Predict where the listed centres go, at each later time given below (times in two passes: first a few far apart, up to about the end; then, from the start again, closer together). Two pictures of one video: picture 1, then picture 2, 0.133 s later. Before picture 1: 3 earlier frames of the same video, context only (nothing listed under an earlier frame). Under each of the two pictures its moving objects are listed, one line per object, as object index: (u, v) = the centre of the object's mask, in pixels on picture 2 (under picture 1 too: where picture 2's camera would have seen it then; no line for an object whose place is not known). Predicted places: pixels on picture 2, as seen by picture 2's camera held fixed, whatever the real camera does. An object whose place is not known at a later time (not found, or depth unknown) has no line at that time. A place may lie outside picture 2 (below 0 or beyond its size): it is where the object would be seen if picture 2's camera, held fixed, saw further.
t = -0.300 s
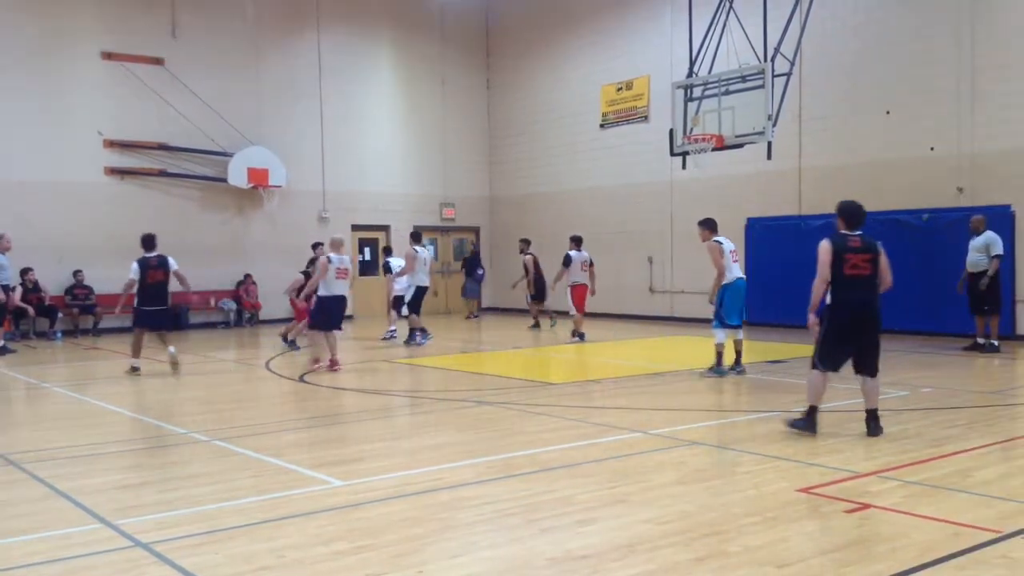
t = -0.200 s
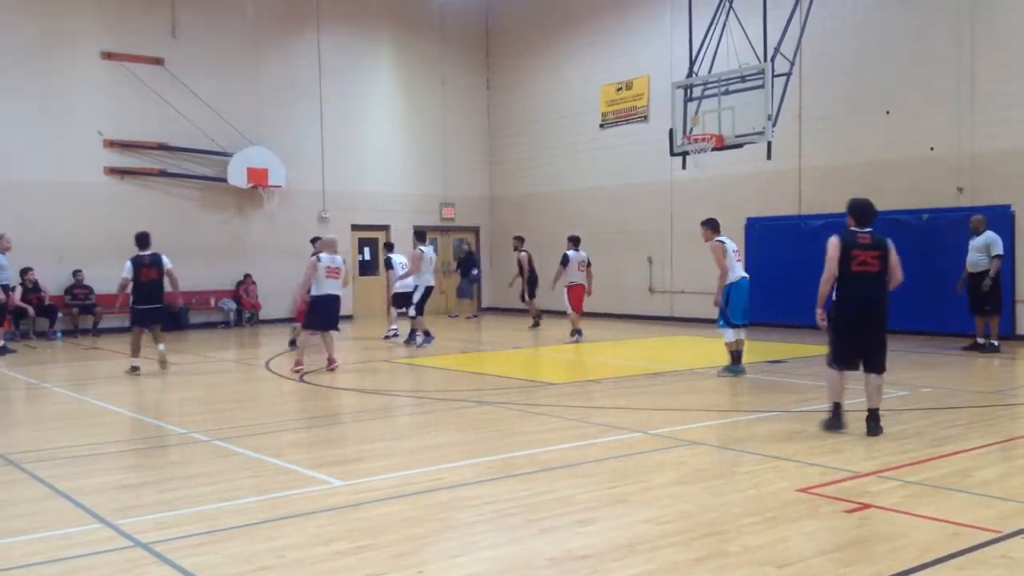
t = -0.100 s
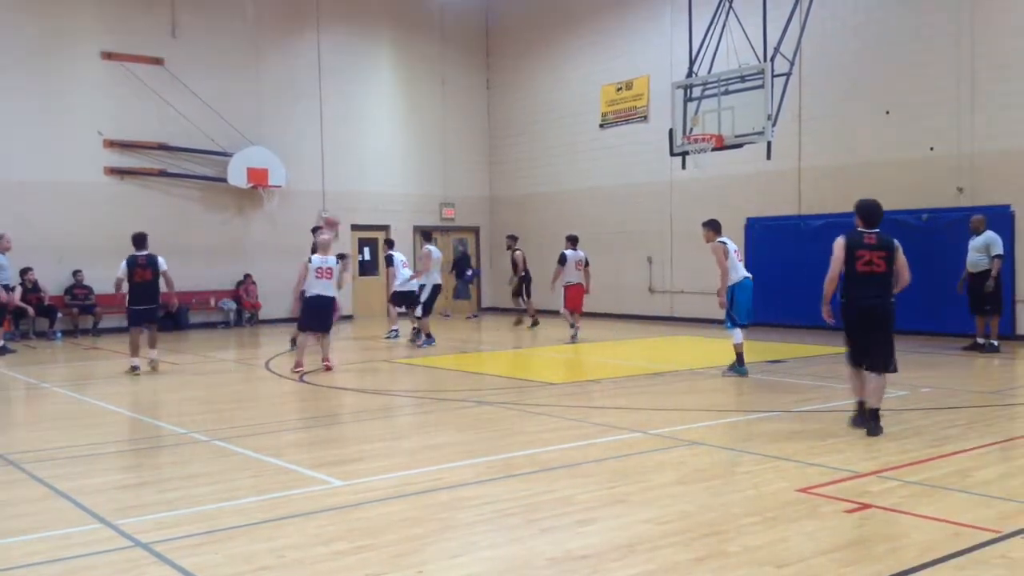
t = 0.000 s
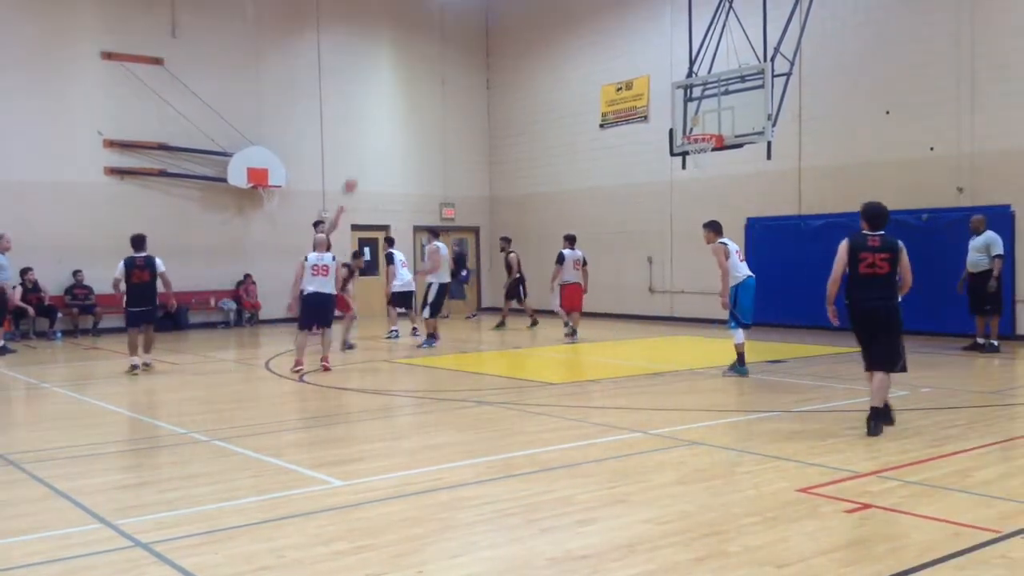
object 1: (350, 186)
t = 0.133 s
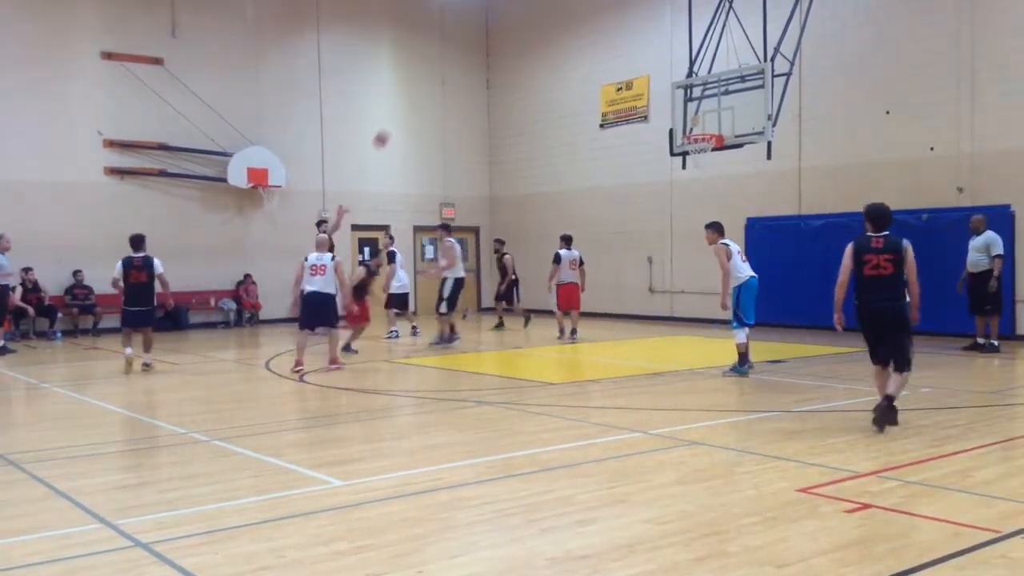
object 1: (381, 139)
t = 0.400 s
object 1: (446, 71)
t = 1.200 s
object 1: (680, 109)
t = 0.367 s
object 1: (438, 78)
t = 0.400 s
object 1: (446, 71)
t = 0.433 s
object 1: (455, 65)
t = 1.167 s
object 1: (669, 99)
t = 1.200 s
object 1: (680, 109)
